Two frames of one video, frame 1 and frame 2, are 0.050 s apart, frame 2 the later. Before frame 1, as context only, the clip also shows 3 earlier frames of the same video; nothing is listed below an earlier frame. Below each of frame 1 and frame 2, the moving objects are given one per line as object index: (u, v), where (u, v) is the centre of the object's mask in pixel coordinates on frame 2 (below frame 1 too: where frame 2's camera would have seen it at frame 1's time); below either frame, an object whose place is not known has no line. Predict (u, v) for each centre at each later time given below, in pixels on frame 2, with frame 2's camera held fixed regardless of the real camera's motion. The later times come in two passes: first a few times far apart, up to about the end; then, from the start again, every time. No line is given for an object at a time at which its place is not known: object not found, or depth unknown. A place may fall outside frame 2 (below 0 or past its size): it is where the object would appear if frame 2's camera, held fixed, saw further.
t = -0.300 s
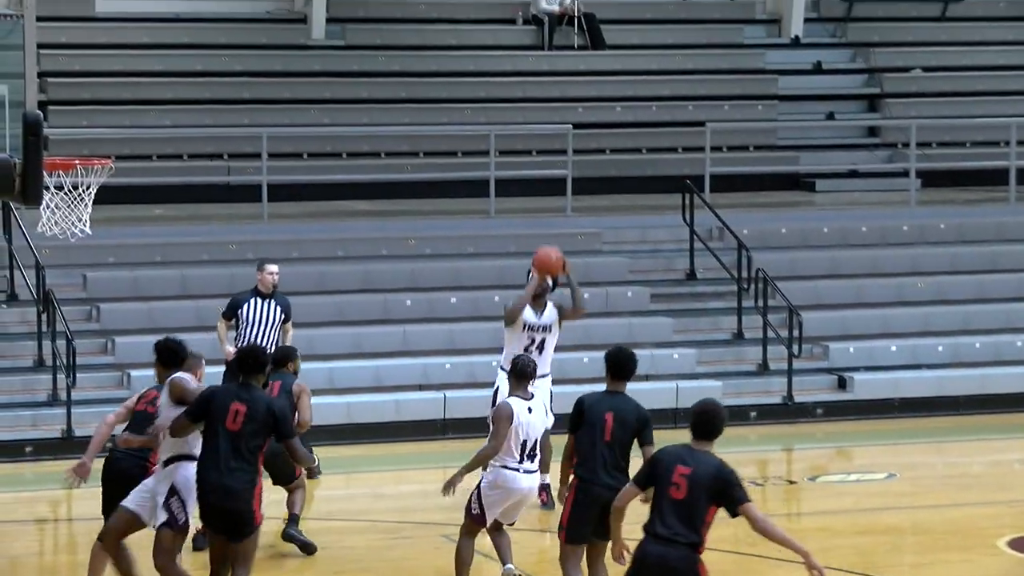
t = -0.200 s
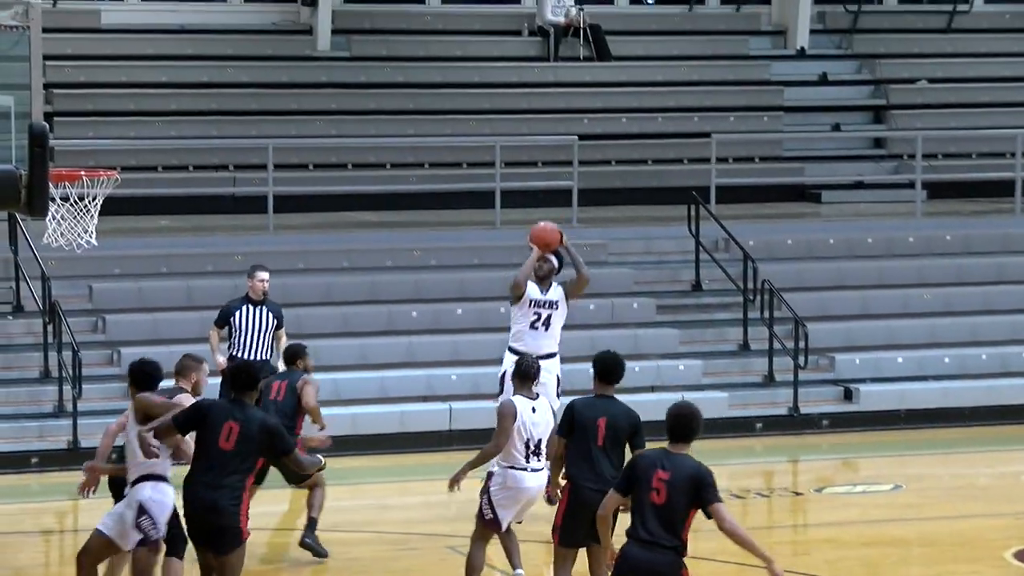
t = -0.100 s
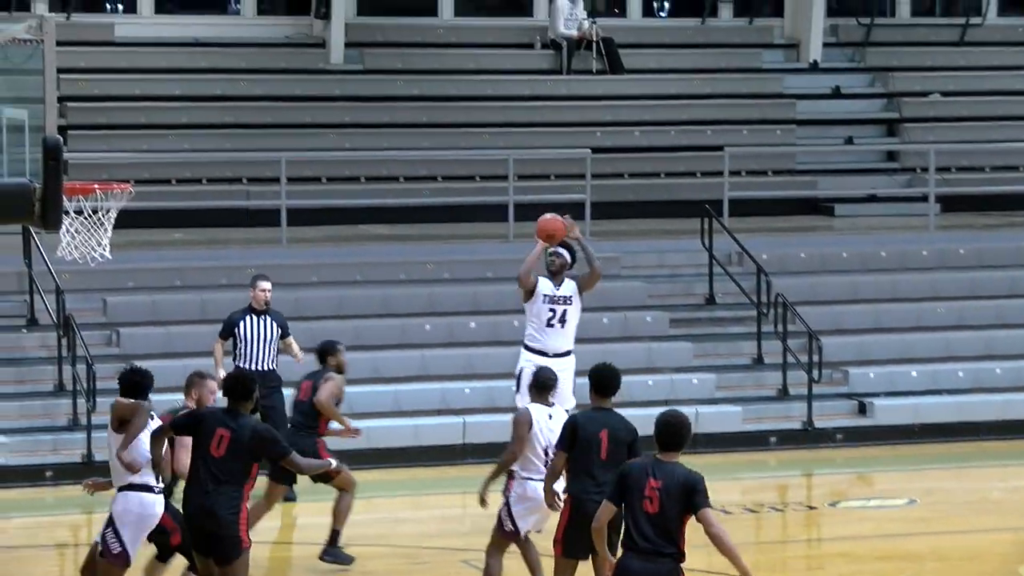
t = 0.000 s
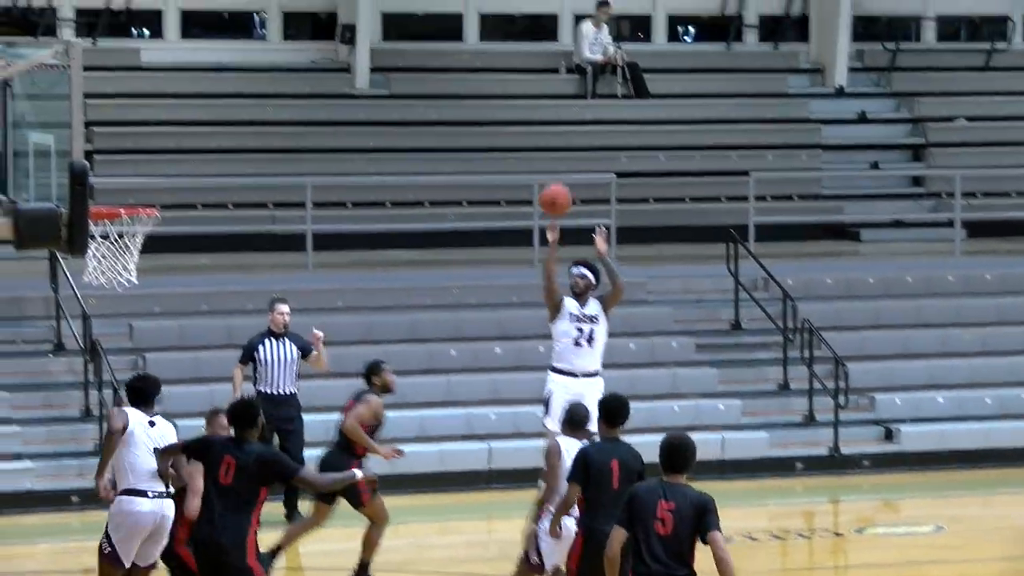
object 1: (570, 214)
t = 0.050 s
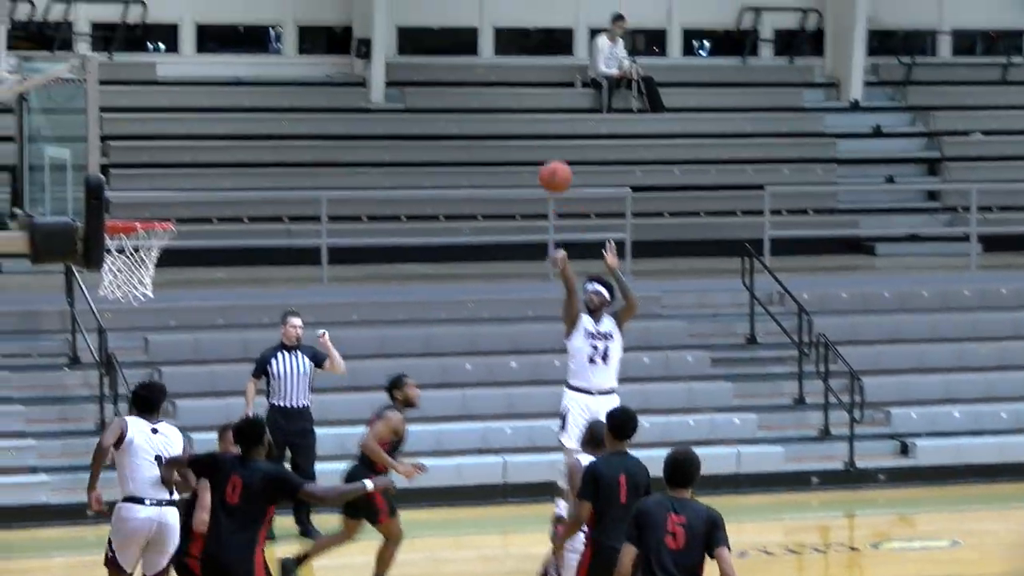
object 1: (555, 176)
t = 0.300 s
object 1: (475, 35)
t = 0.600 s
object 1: (360, -35)
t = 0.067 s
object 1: (550, 165)
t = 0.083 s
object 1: (545, 154)
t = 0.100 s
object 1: (540, 144)
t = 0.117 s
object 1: (535, 133)
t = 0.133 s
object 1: (529, 123)
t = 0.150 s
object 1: (524, 112)
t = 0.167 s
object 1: (519, 102)
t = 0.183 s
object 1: (514, 93)
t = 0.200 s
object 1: (508, 83)
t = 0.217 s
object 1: (503, 75)
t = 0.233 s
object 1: (497, 66)
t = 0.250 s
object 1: (492, 58)
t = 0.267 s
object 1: (486, 50)
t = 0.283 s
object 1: (481, 42)
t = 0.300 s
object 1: (475, 35)
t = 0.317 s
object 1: (469, 28)
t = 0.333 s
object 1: (463, 22)
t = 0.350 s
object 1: (457, 15)
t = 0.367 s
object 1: (451, 9)
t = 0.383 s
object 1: (445, 3)
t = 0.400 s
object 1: (439, -2)
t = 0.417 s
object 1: (432, -7)
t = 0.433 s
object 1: (426, -11)
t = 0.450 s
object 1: (420, -15)
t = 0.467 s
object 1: (414, -19)
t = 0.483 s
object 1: (408, -22)
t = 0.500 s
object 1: (401, -26)
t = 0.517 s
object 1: (394, -28)
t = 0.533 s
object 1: (387, -30)
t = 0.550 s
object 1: (380, -32)
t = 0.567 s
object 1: (373, -34)
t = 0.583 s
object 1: (367, -35)
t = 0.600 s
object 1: (360, -35)
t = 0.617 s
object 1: (353, -35)
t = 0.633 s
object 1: (346, -35)
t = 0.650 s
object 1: (339, -35)
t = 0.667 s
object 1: (332, -34)
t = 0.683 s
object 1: (325, -32)
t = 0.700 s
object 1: (317, -30)
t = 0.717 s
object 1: (310, -27)
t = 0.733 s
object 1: (303, -24)
